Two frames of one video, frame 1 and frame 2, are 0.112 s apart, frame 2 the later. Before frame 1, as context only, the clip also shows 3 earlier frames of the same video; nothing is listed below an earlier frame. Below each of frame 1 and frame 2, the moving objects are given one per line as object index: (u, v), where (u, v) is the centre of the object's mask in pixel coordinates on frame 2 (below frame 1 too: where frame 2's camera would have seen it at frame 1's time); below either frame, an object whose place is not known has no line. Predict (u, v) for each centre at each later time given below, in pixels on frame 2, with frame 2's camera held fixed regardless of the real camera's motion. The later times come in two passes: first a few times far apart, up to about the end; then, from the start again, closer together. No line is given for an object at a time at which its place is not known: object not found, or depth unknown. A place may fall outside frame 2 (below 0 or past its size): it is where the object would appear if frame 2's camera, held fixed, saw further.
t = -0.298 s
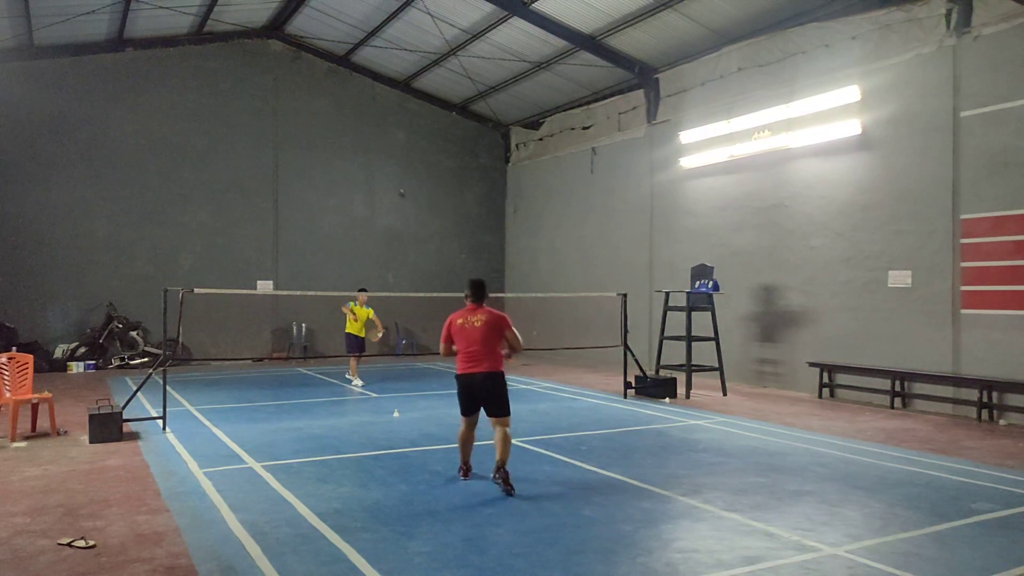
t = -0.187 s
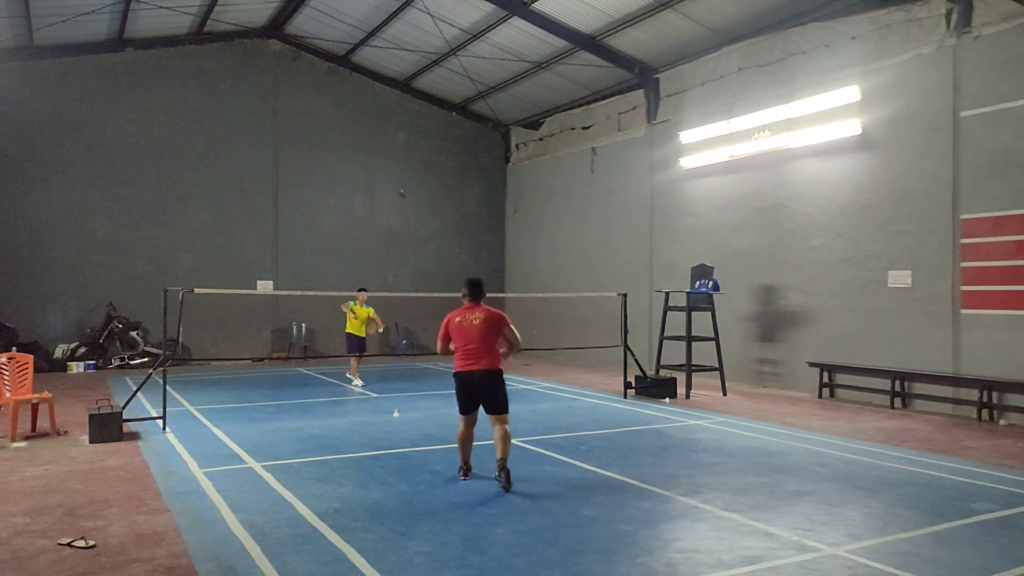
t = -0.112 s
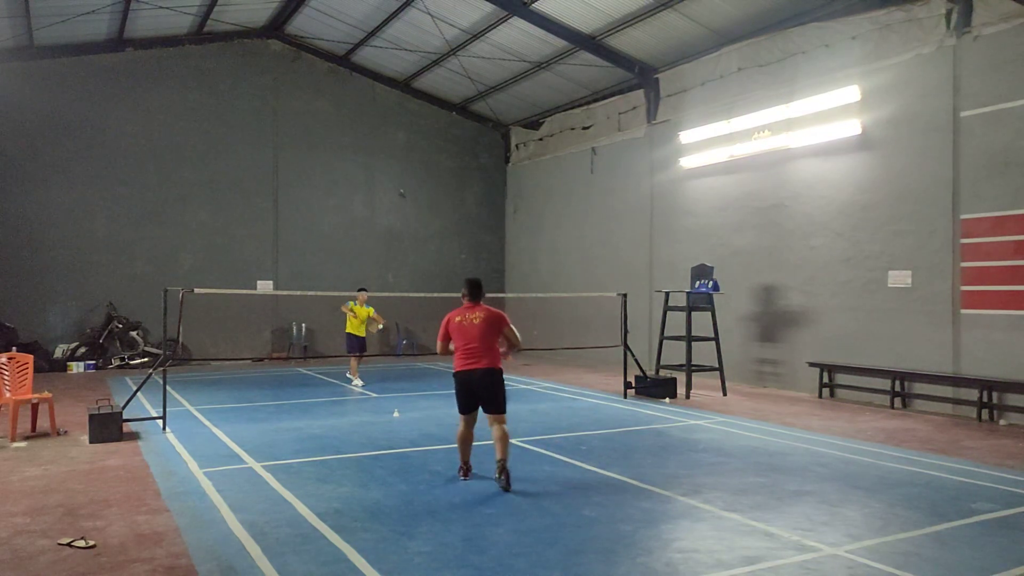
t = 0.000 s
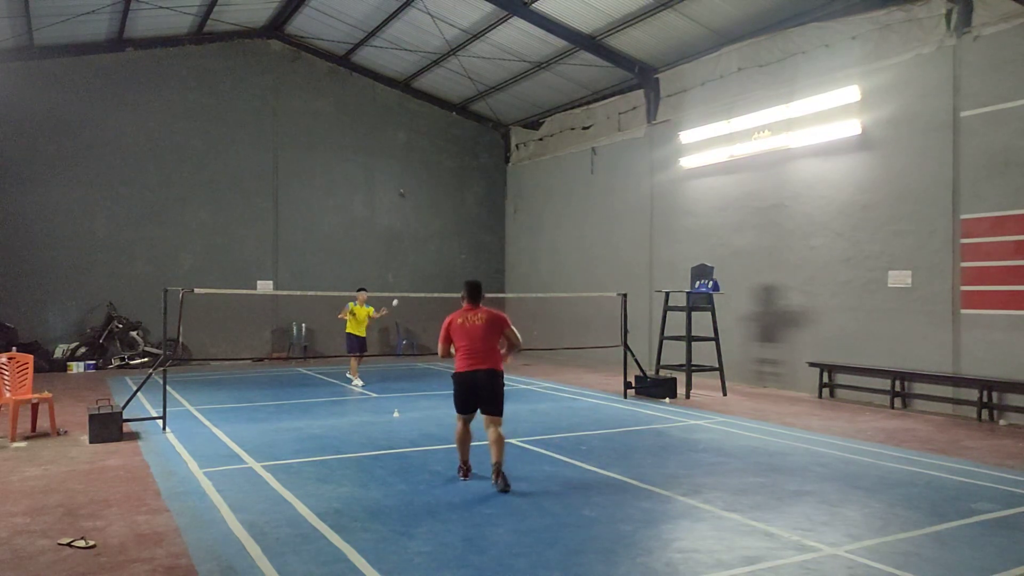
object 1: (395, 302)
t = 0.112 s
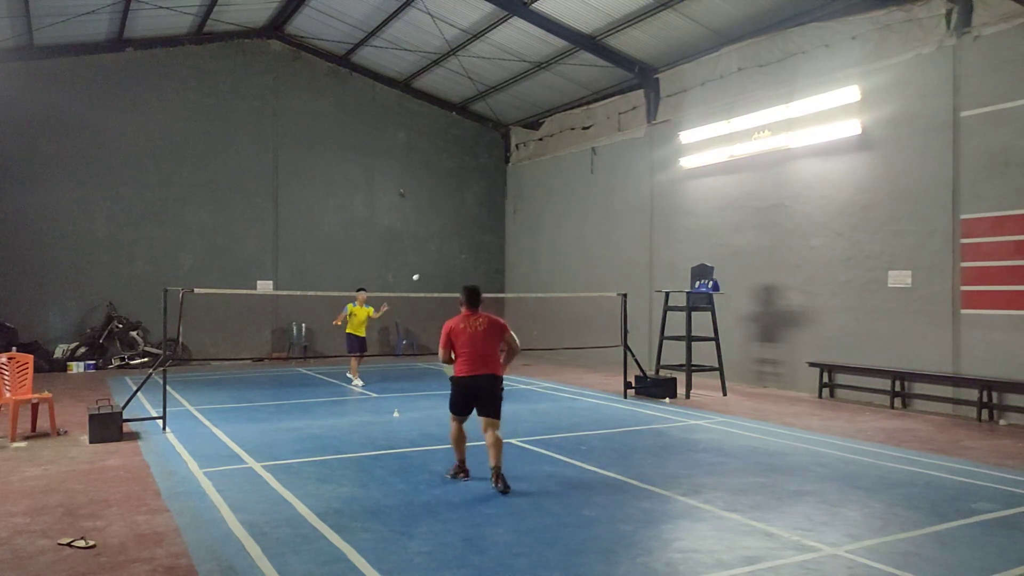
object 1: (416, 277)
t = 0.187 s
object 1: (428, 267)
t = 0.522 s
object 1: (480, 268)
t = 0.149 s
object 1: (422, 272)
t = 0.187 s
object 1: (428, 267)
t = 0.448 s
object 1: (470, 261)
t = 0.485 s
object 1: (474, 264)
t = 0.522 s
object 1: (480, 268)
